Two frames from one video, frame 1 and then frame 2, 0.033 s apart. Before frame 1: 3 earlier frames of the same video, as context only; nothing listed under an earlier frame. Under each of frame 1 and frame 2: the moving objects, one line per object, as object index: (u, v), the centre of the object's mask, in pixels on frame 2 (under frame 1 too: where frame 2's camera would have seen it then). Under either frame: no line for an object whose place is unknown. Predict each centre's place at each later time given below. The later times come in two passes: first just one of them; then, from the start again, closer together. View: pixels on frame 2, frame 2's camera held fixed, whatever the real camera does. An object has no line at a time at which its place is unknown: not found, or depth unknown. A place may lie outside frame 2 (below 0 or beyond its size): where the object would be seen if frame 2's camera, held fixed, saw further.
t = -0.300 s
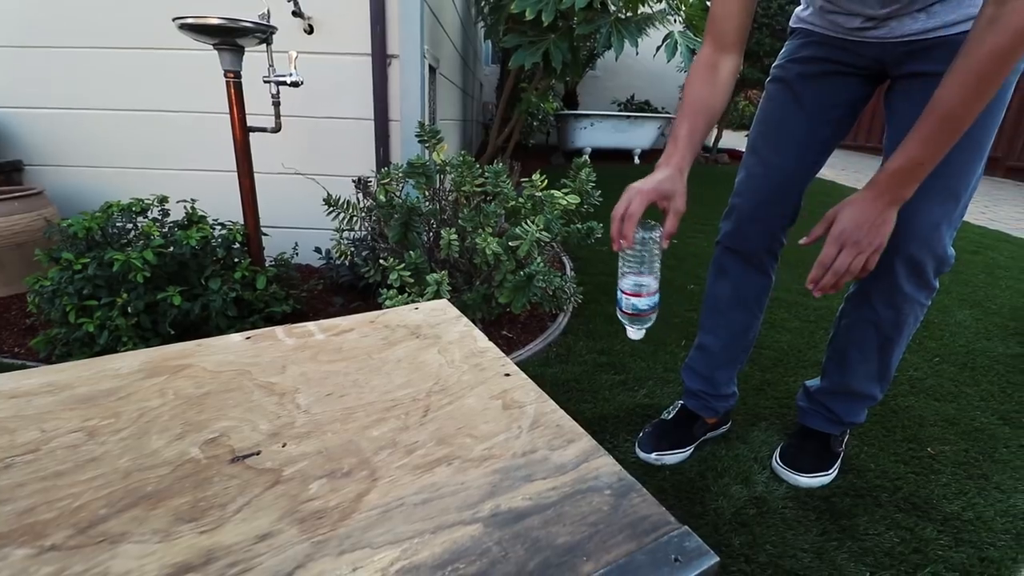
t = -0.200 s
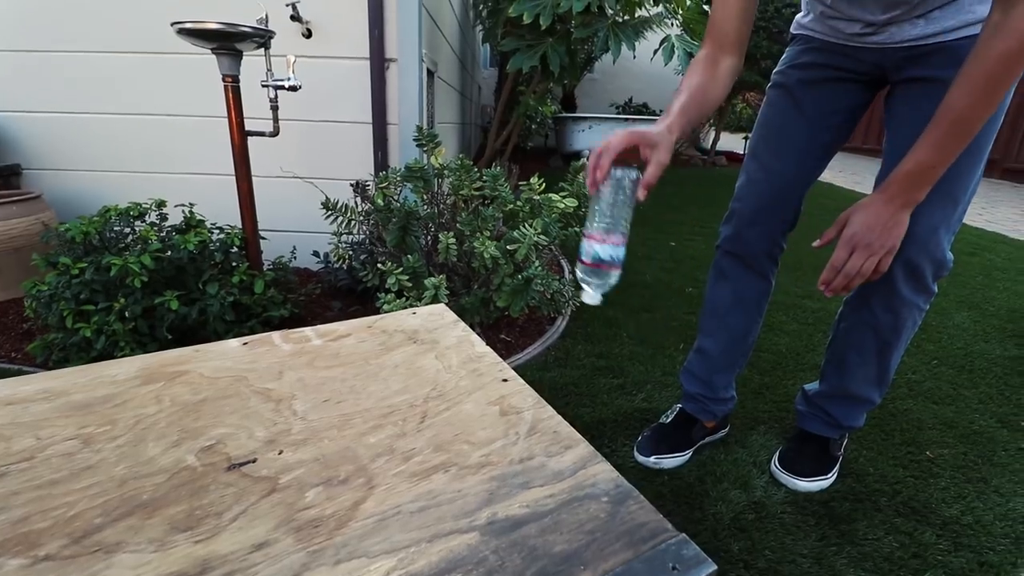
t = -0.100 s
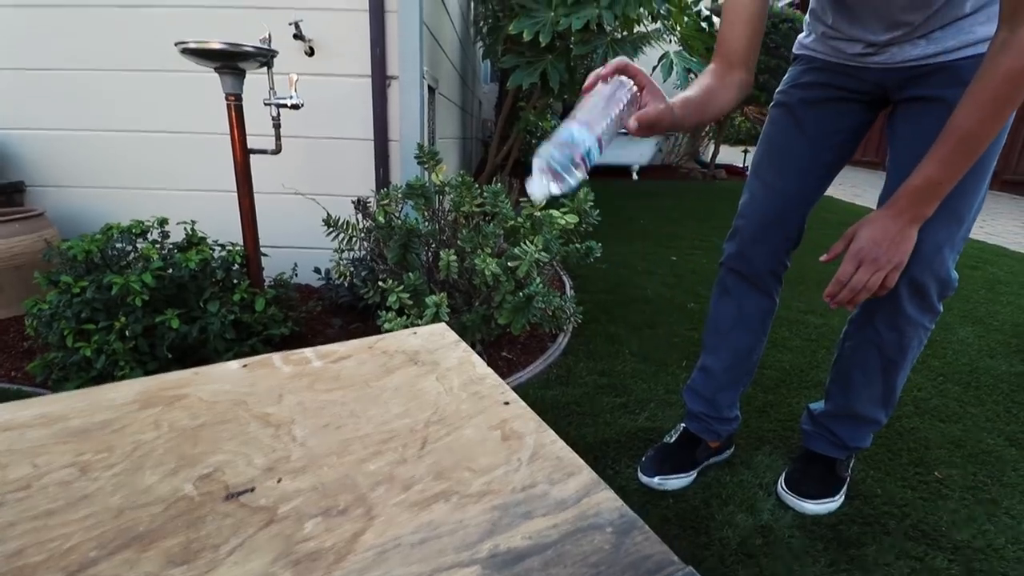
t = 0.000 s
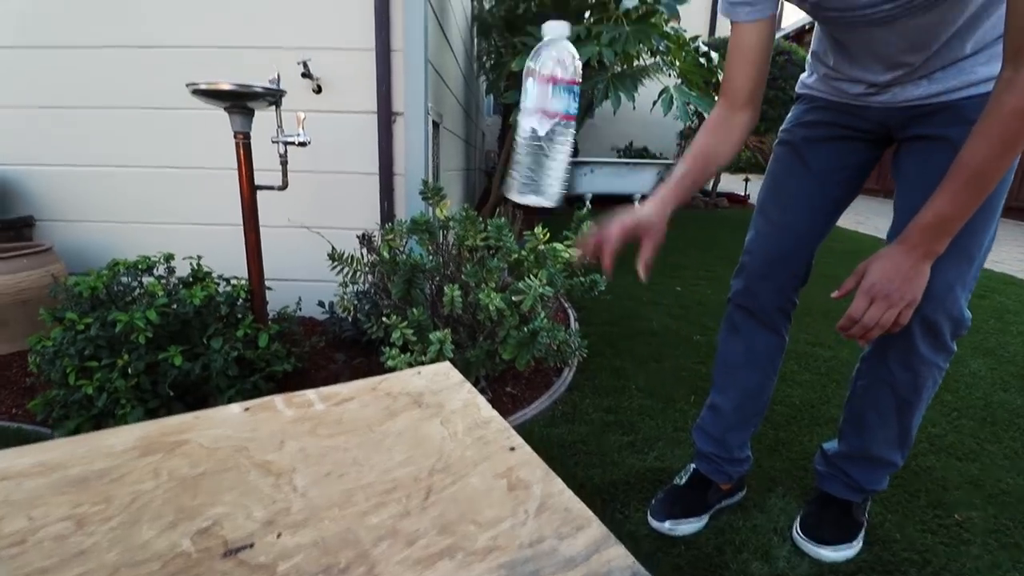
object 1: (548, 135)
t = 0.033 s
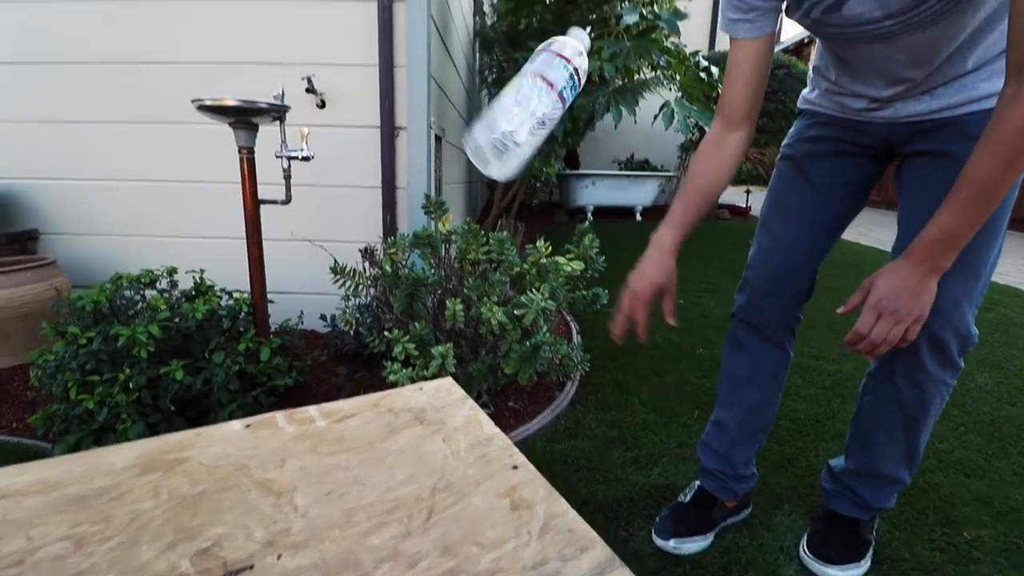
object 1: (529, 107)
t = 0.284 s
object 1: (466, 271)
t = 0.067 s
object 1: (514, 82)
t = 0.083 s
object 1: (510, 77)
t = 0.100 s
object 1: (506, 76)
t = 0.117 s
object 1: (503, 79)
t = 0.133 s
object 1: (499, 84)
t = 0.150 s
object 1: (495, 94)
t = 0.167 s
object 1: (492, 105)
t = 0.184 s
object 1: (488, 120)
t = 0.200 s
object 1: (485, 138)
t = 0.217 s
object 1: (482, 160)
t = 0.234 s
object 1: (478, 184)
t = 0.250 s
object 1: (474, 210)
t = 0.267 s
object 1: (470, 240)
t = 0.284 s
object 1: (466, 271)
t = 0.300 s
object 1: (462, 304)
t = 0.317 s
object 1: (456, 340)
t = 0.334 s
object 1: (452, 377)
